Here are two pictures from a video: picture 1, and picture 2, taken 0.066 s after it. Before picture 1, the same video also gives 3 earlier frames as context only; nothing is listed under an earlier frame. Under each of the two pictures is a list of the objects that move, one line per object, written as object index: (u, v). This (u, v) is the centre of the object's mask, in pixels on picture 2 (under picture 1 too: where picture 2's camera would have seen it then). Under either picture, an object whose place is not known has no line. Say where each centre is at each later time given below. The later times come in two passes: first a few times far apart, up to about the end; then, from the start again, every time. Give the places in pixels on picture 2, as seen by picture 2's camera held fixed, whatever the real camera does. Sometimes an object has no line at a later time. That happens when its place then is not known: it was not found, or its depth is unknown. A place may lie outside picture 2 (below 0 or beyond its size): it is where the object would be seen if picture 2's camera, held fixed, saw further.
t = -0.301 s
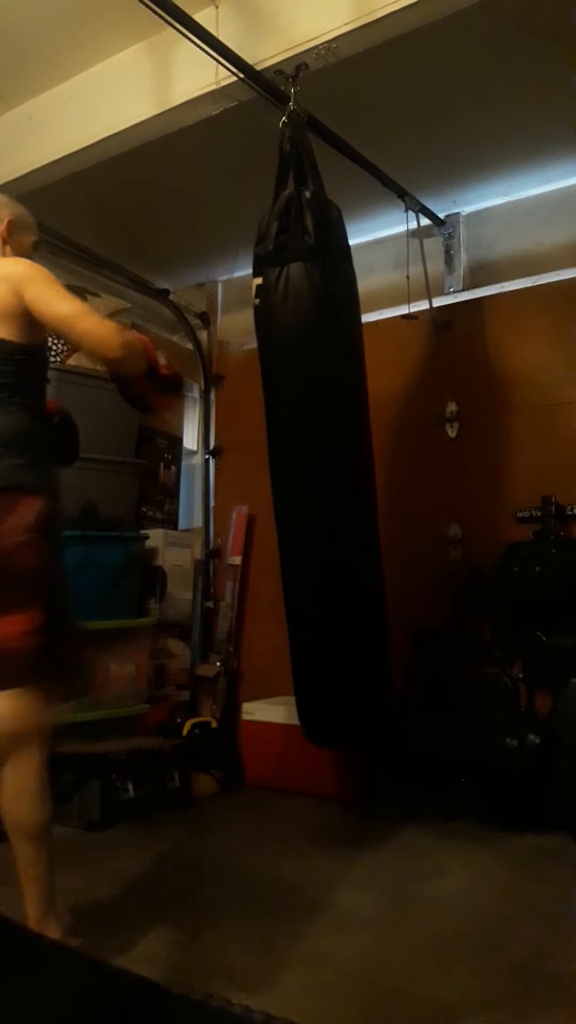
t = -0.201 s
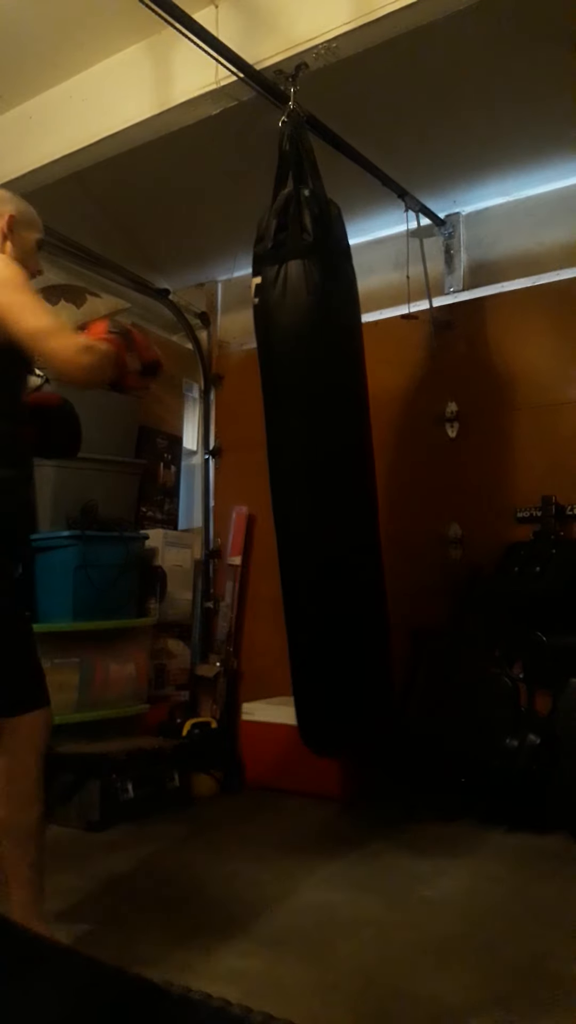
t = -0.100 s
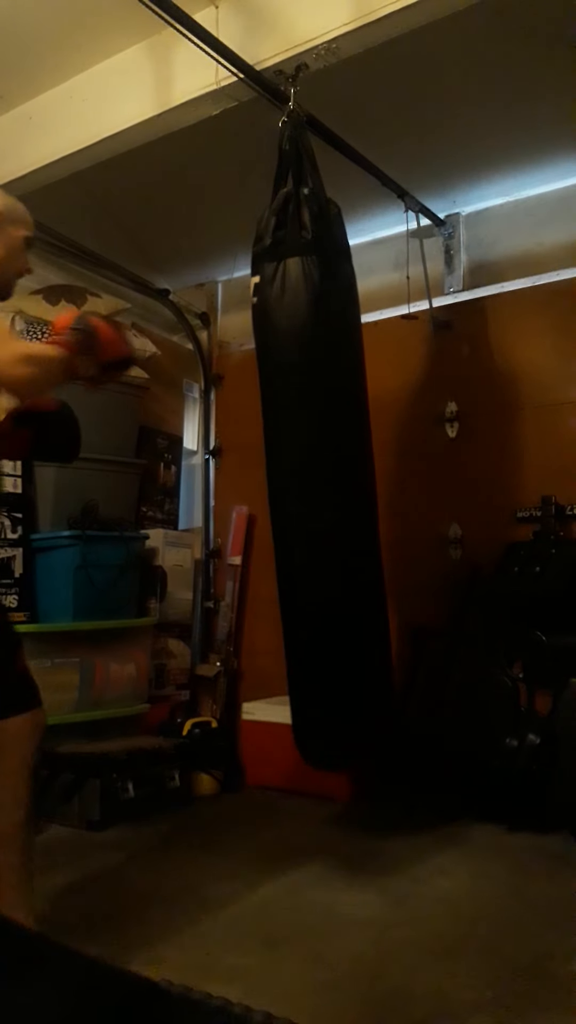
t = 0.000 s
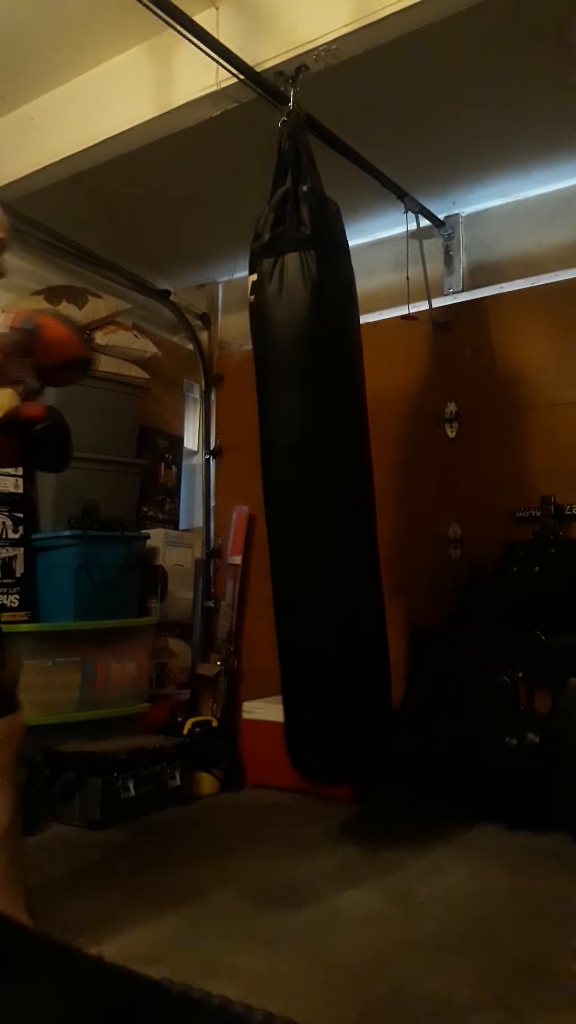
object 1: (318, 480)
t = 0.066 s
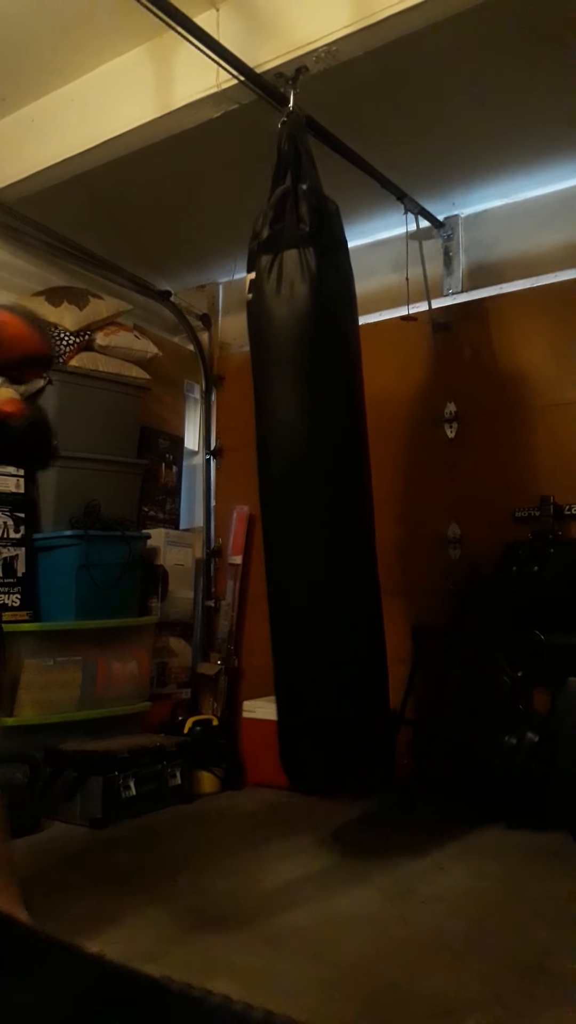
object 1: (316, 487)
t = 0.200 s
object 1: (308, 498)
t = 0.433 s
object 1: (287, 514)
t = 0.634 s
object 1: (265, 518)
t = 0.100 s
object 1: (314, 489)
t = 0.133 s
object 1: (313, 493)
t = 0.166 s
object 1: (310, 495)
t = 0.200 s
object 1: (308, 498)
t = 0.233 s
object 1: (305, 501)
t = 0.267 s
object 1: (303, 505)
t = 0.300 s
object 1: (300, 508)
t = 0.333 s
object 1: (297, 511)
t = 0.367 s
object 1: (294, 511)
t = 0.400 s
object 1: (291, 513)
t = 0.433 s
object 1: (287, 514)
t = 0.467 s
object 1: (283, 515)
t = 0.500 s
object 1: (279, 518)
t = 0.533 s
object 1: (276, 518)
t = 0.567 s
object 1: (272, 518)
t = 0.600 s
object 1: (269, 517)
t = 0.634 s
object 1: (265, 518)
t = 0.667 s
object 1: (261, 517)
